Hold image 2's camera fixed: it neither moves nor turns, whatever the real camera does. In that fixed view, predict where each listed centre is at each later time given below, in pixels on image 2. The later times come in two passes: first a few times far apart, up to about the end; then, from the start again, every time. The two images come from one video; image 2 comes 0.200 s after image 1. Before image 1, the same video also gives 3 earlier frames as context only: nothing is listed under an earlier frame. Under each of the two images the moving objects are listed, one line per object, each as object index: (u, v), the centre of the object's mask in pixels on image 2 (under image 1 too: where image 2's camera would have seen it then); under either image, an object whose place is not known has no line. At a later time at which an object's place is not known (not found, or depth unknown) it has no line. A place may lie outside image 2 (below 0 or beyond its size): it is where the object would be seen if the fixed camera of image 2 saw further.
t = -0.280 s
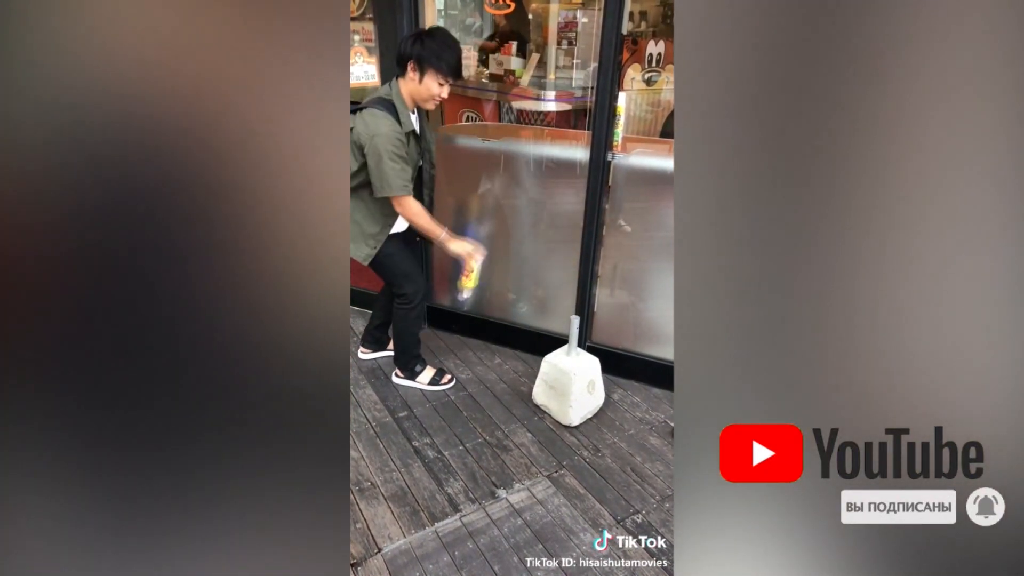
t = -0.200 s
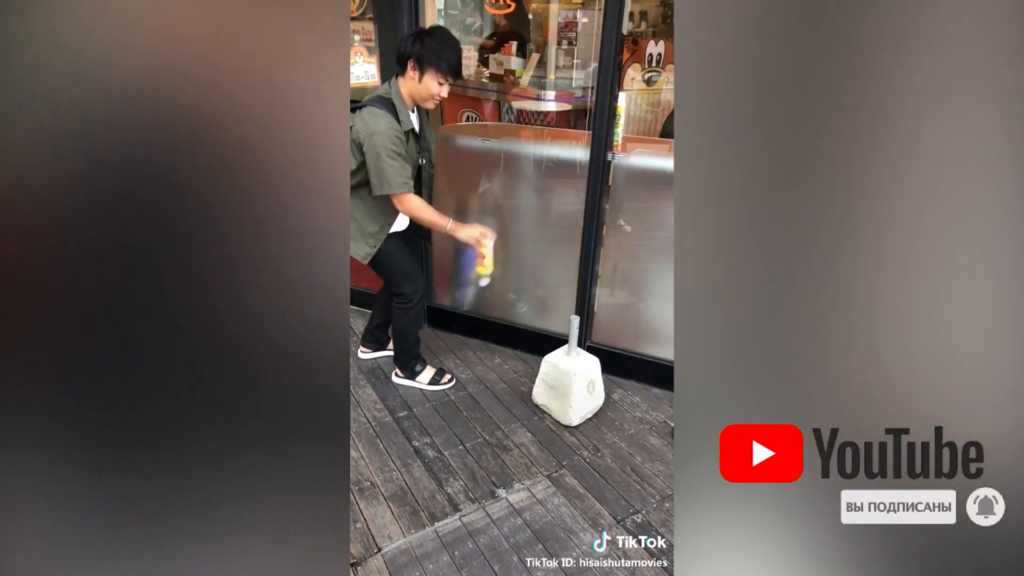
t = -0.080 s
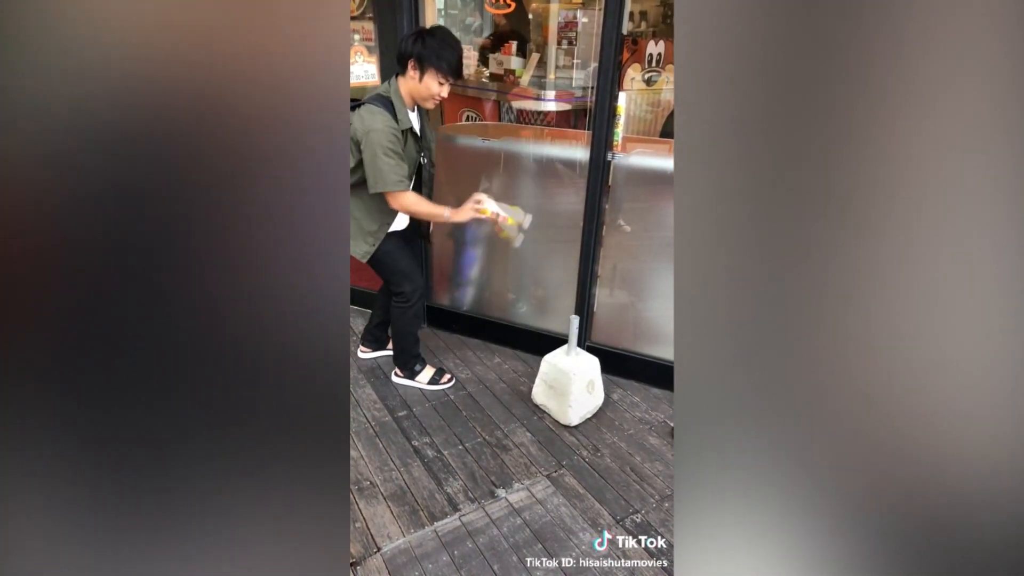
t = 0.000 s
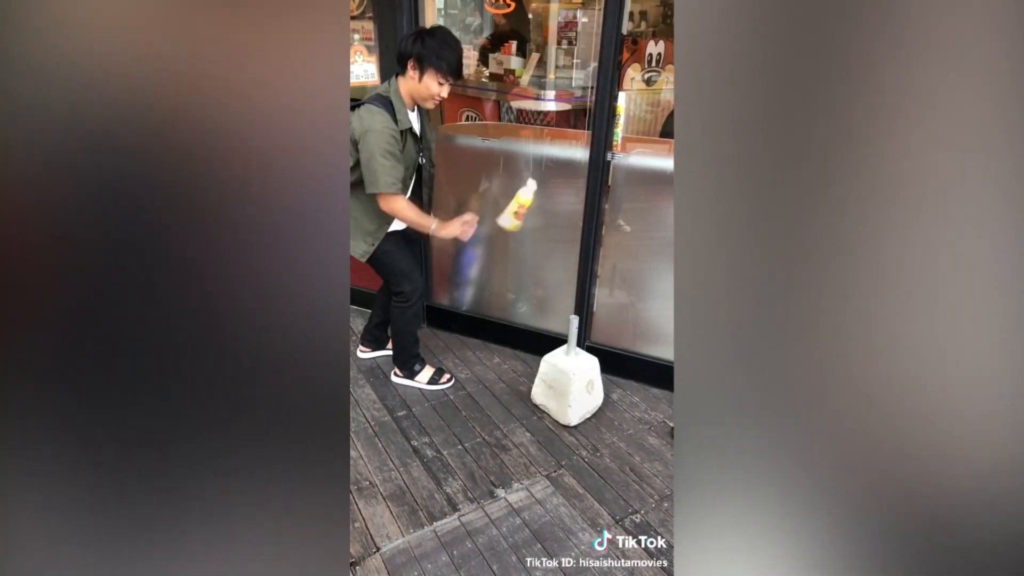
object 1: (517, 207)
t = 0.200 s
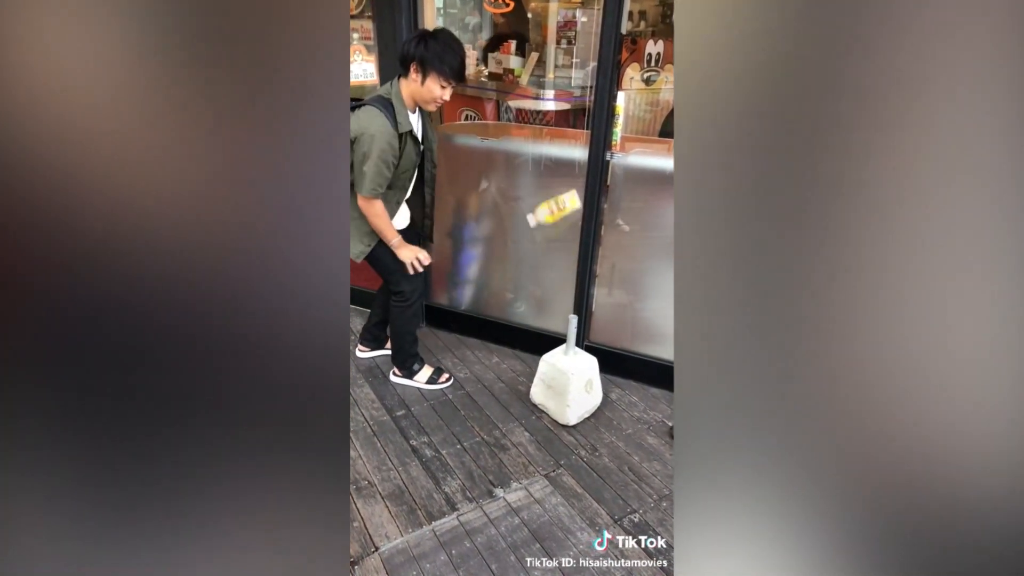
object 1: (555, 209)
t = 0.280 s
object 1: (564, 243)
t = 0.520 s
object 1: (573, 296)
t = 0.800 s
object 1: (575, 296)
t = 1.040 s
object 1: (575, 296)
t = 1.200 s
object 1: (575, 296)
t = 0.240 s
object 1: (559, 220)
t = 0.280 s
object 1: (564, 243)
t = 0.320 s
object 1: (568, 260)
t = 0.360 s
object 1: (573, 277)
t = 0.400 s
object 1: (577, 294)
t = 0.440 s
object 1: (577, 296)
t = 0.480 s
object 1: (574, 296)
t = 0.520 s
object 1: (573, 296)
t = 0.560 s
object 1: (573, 296)
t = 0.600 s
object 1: (572, 296)
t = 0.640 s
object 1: (573, 295)
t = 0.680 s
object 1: (575, 295)
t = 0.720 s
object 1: (576, 296)
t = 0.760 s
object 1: (576, 296)
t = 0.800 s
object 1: (575, 296)
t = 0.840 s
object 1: (575, 296)
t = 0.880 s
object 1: (575, 296)
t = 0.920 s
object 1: (575, 296)
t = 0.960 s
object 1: (575, 296)
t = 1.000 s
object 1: (575, 295)
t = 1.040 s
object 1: (575, 296)
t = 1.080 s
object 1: (575, 296)
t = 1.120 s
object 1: (575, 296)
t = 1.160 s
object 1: (575, 296)
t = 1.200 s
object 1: (575, 296)
